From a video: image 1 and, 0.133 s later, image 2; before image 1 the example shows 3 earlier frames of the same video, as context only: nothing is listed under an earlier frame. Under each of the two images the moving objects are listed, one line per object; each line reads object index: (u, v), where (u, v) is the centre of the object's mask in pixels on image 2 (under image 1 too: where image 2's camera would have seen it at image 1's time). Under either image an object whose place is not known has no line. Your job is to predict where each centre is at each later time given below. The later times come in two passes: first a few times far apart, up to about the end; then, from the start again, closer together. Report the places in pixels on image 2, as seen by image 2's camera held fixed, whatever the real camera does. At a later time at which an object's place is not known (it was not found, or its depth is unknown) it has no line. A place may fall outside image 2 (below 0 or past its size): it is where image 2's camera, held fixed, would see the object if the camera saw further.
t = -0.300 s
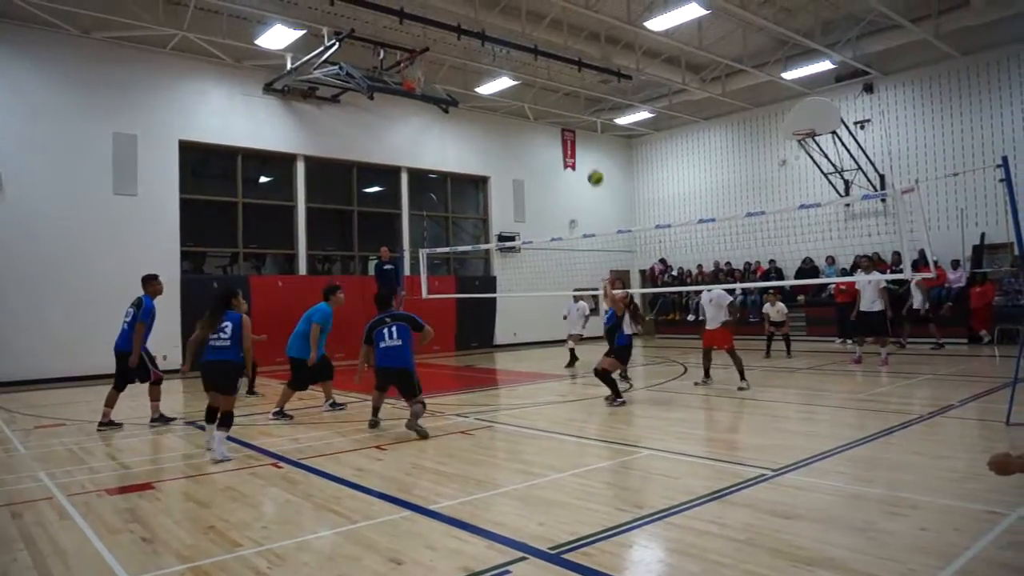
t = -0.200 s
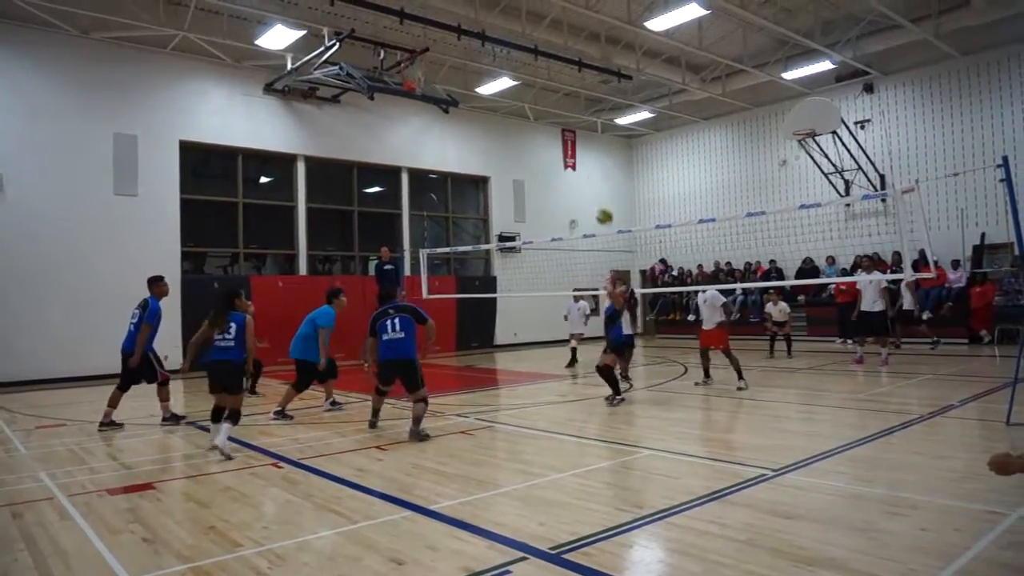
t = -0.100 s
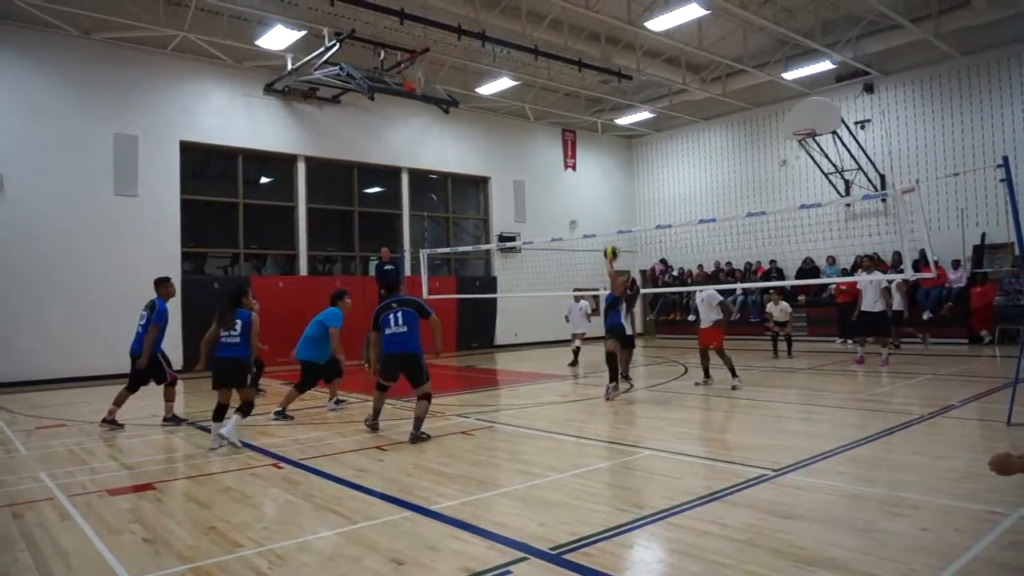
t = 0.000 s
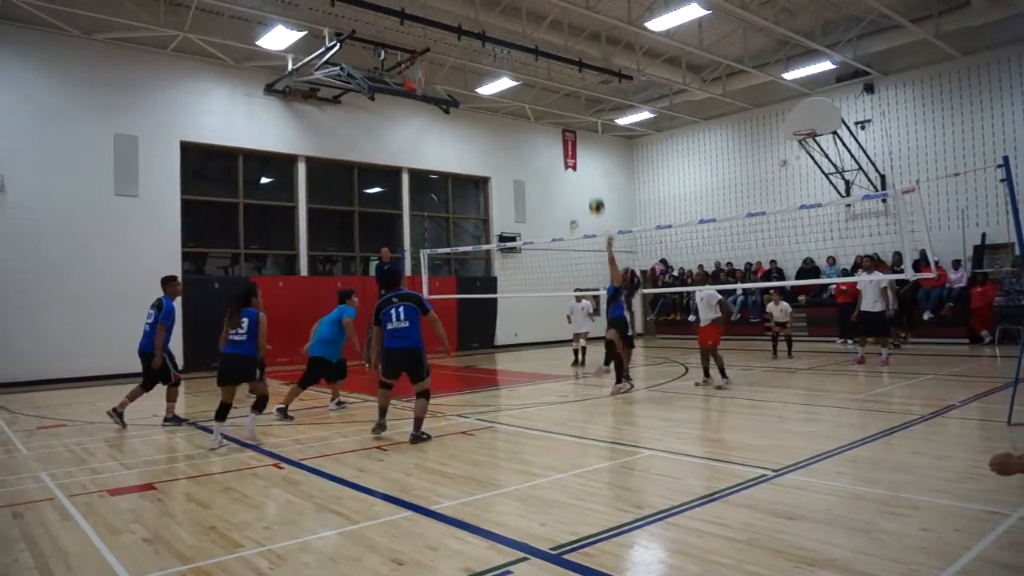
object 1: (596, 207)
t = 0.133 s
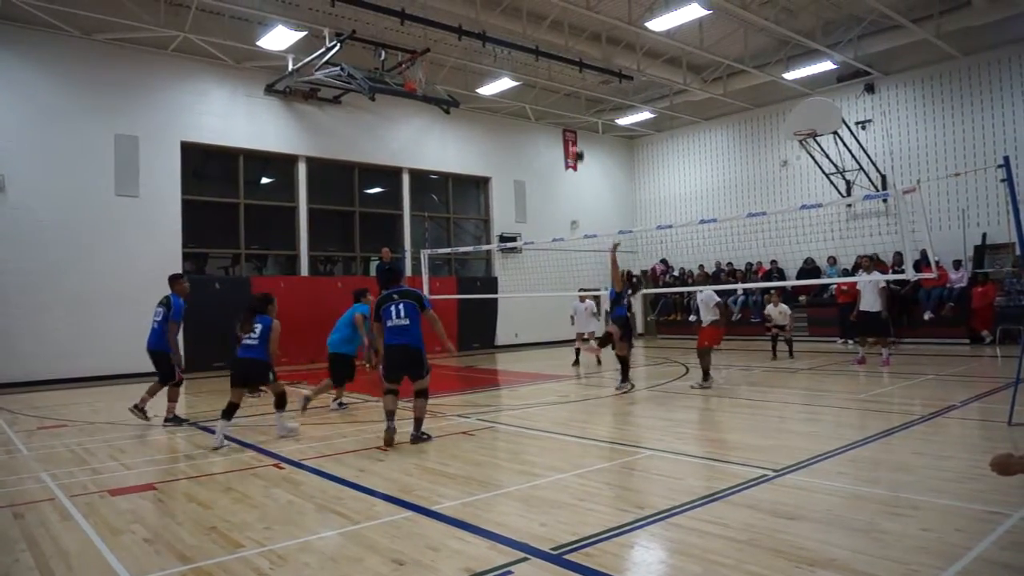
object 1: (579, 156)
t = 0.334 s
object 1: (548, 107)
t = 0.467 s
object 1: (531, 93)
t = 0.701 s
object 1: (506, 97)
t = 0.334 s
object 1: (548, 107)
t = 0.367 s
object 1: (544, 102)
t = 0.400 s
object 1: (540, 98)
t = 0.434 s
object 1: (536, 95)
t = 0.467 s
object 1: (531, 93)
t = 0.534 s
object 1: (525, 91)
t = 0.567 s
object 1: (521, 91)
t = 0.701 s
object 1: (506, 97)
